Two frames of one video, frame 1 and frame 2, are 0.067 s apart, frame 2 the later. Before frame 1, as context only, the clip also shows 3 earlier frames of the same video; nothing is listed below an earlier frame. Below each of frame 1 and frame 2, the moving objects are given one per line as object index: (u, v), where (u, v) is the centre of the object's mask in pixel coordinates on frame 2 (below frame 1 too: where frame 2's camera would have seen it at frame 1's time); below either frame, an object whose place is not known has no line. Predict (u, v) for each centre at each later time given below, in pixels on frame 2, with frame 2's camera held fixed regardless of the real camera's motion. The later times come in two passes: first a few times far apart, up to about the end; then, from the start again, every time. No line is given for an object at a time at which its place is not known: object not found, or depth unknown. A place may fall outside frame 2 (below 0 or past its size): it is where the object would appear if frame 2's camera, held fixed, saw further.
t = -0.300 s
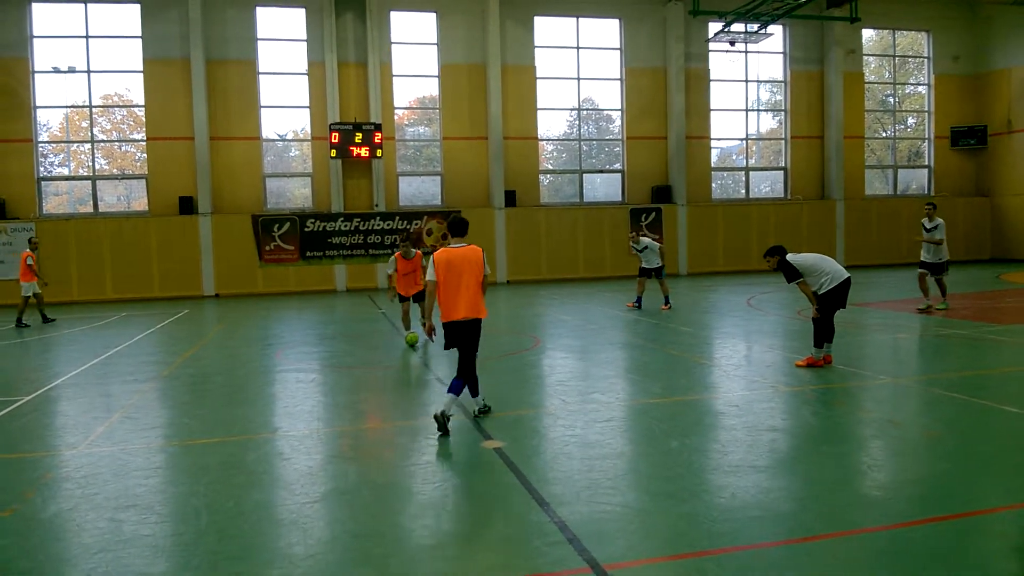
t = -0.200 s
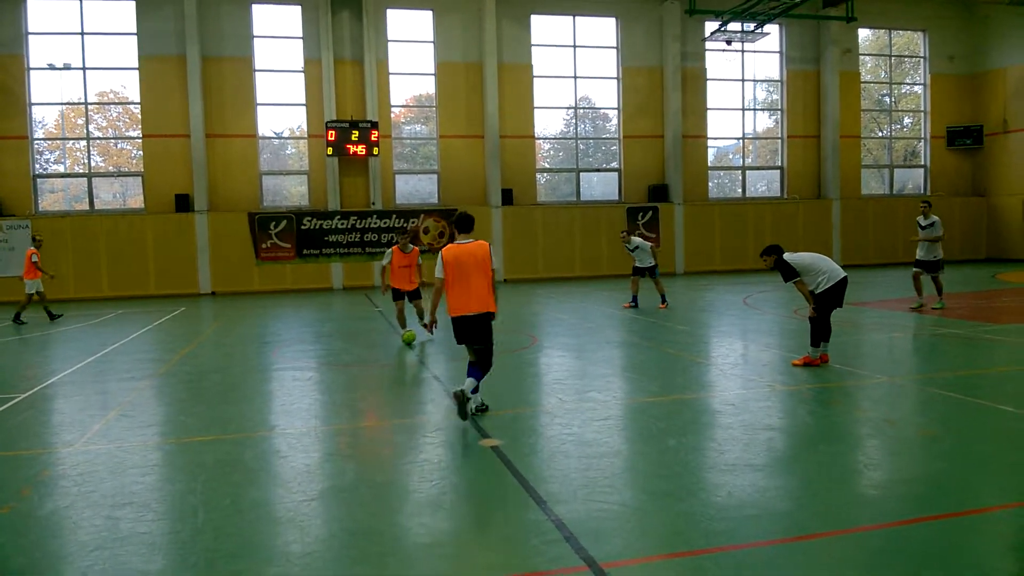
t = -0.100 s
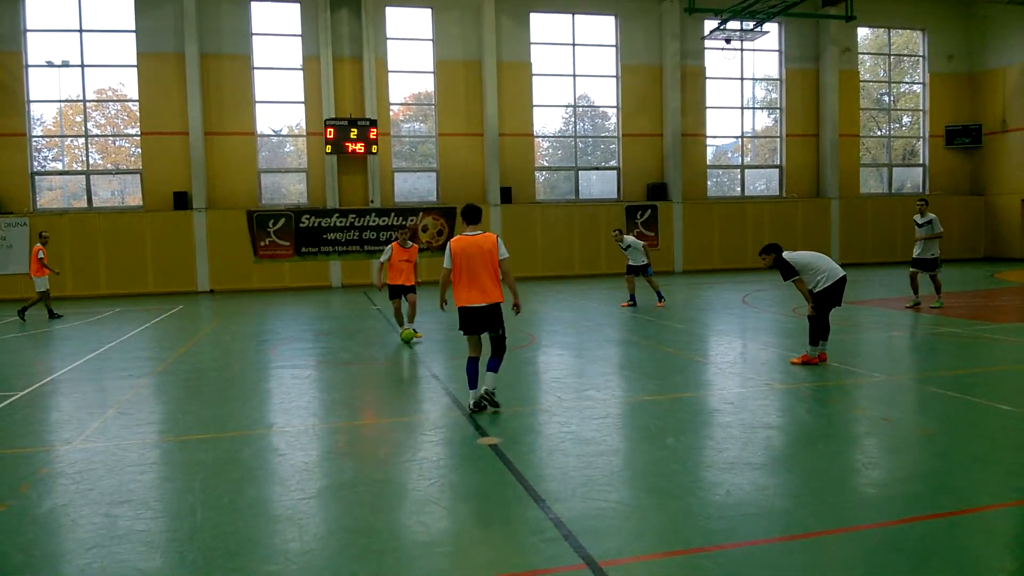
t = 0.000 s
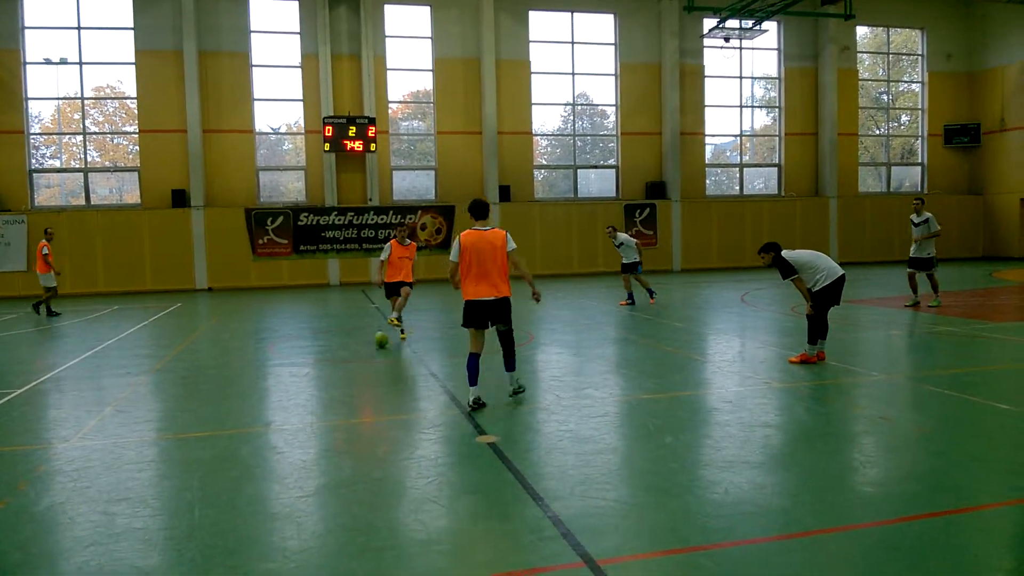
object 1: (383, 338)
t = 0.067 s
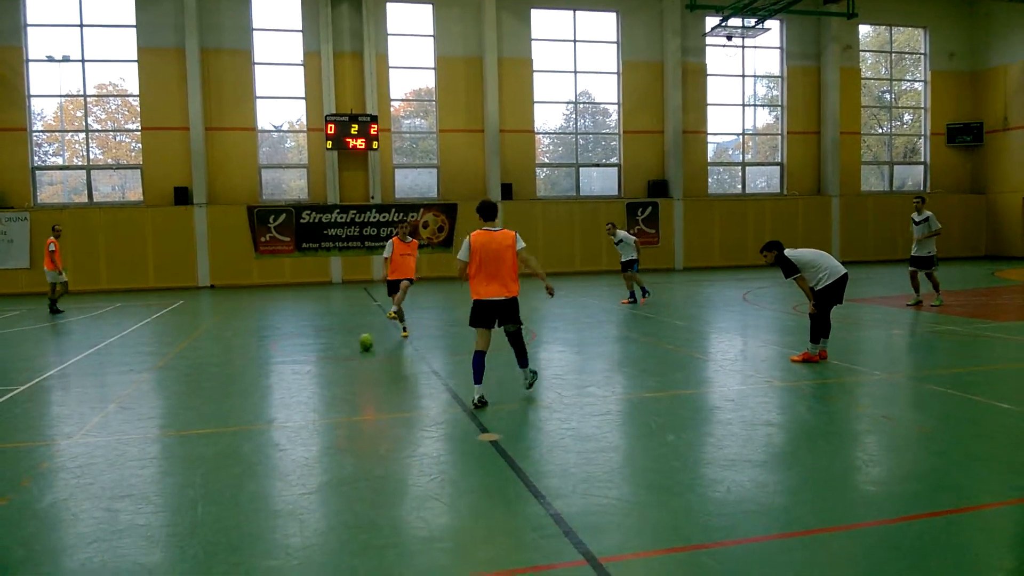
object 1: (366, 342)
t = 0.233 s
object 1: (318, 354)
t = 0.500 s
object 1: (235, 378)
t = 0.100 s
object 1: (356, 345)
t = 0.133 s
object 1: (347, 348)
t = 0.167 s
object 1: (337, 350)
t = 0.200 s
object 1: (327, 353)
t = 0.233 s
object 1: (318, 354)
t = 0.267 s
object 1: (308, 358)
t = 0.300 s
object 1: (298, 360)
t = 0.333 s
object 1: (288, 364)
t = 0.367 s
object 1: (277, 366)
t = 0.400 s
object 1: (267, 368)
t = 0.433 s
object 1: (256, 372)
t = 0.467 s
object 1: (246, 375)
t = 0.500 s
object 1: (235, 378)
